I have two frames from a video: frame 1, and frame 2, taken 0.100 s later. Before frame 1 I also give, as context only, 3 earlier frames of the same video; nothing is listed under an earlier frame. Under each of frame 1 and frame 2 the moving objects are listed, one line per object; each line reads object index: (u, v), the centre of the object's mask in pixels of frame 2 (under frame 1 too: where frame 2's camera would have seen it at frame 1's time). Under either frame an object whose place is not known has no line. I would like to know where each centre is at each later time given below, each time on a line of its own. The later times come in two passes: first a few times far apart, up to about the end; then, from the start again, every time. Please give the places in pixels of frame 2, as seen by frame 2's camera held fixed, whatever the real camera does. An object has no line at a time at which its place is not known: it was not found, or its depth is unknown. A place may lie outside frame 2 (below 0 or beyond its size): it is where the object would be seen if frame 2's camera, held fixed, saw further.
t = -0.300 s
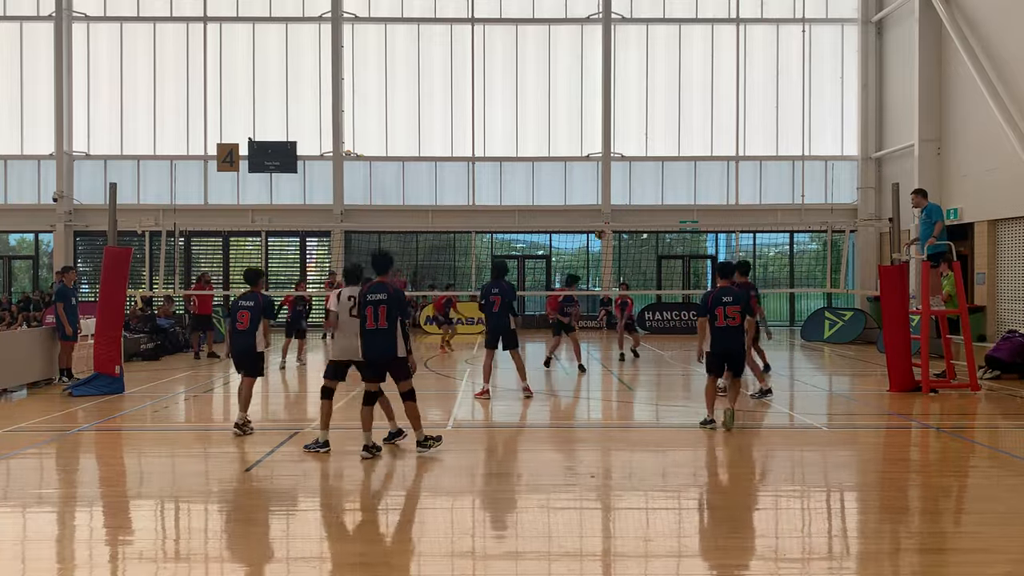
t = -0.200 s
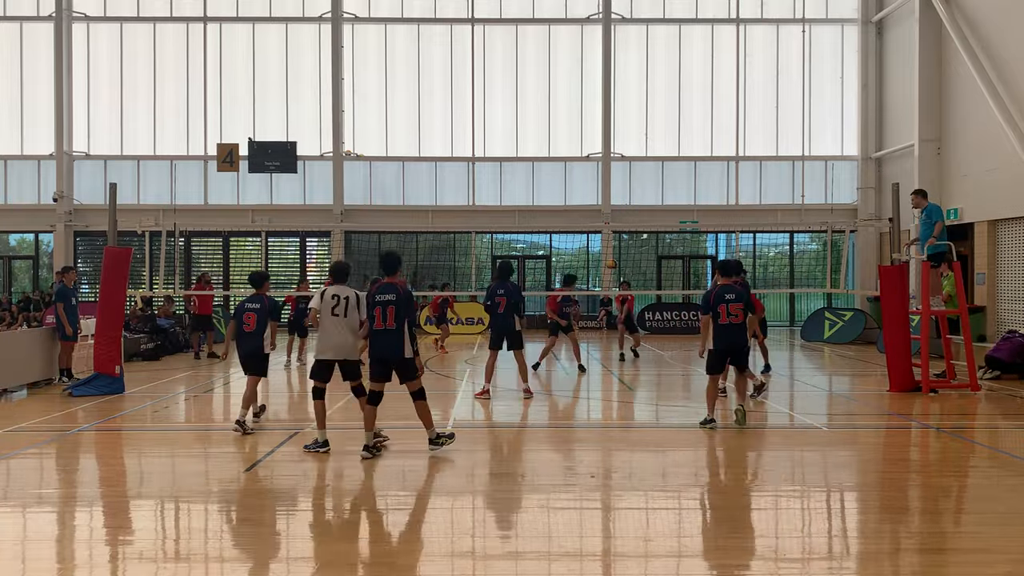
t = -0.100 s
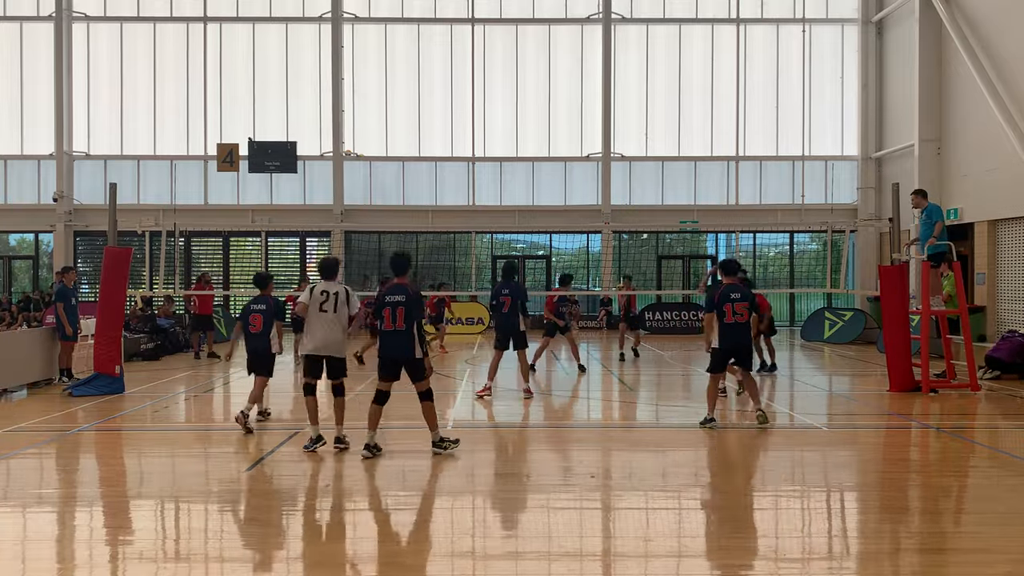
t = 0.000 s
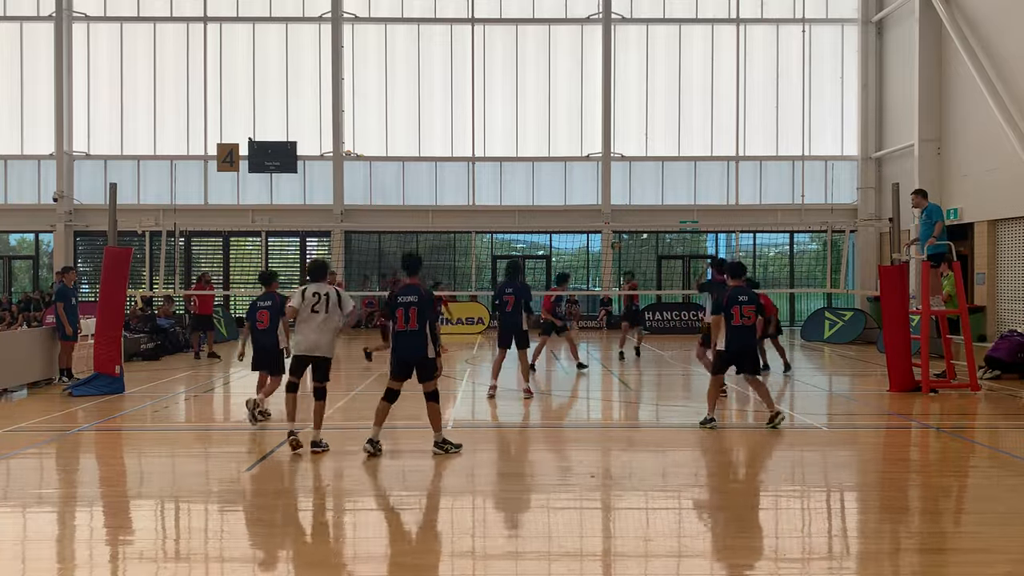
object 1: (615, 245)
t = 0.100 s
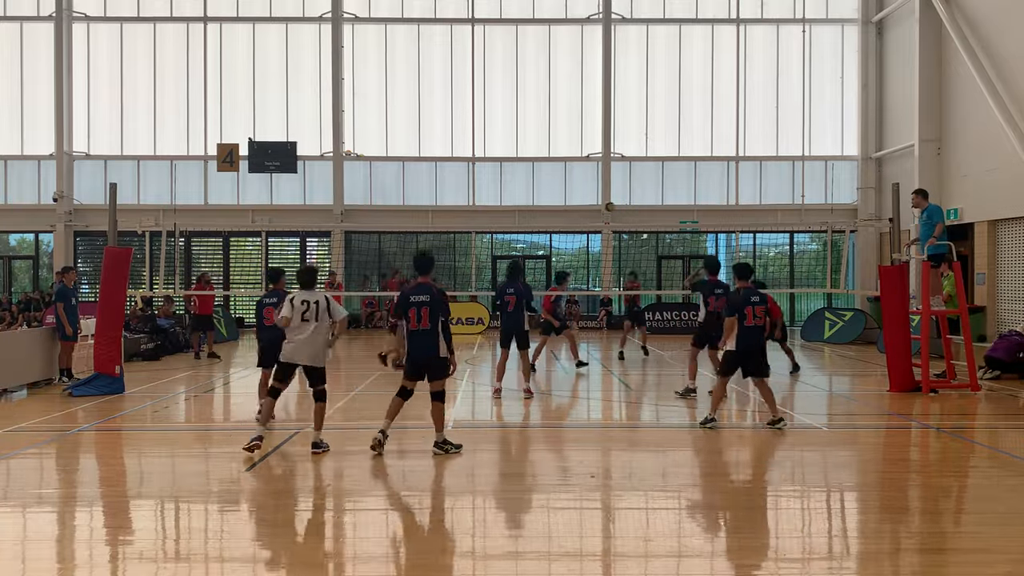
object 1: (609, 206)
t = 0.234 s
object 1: (601, 164)
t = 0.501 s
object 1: (589, 106)
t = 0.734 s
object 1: (577, 86)
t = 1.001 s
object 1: (564, 97)
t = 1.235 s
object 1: (552, 137)
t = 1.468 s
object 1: (542, 202)
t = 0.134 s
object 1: (607, 196)
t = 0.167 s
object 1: (605, 184)
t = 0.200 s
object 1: (604, 173)
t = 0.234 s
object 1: (601, 164)
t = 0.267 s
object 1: (600, 154)
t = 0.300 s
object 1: (599, 145)
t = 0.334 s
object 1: (597, 137)
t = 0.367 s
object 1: (595, 130)
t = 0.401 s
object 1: (594, 123)
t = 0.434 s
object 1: (592, 116)
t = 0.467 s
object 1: (590, 111)
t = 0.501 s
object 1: (589, 106)
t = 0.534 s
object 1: (587, 101)
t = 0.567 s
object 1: (585, 97)
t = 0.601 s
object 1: (584, 94)
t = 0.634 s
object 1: (582, 91)
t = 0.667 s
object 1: (580, 89)
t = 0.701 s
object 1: (579, 87)
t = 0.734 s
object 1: (577, 86)
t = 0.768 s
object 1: (575, 85)
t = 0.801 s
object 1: (573, 85)
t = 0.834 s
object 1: (572, 86)
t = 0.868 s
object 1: (570, 87)
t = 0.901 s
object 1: (568, 89)
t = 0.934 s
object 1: (567, 91)
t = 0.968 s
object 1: (565, 94)
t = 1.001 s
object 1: (564, 97)
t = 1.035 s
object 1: (562, 101)
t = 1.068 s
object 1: (560, 106)
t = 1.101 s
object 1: (559, 111)
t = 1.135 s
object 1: (557, 117)
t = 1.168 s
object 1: (555, 123)
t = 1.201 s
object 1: (554, 129)
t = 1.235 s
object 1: (552, 137)
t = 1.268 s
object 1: (551, 145)
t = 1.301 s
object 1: (549, 153)
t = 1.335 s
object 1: (548, 163)
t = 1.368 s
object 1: (546, 171)
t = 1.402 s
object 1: (545, 181)
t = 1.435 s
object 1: (543, 191)
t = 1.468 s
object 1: (542, 202)
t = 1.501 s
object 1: (540, 212)
